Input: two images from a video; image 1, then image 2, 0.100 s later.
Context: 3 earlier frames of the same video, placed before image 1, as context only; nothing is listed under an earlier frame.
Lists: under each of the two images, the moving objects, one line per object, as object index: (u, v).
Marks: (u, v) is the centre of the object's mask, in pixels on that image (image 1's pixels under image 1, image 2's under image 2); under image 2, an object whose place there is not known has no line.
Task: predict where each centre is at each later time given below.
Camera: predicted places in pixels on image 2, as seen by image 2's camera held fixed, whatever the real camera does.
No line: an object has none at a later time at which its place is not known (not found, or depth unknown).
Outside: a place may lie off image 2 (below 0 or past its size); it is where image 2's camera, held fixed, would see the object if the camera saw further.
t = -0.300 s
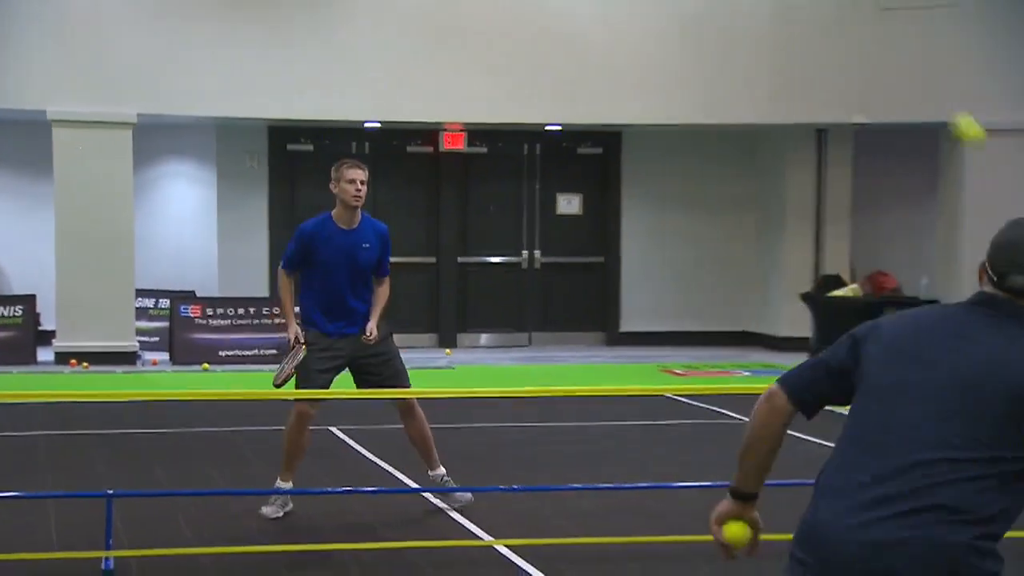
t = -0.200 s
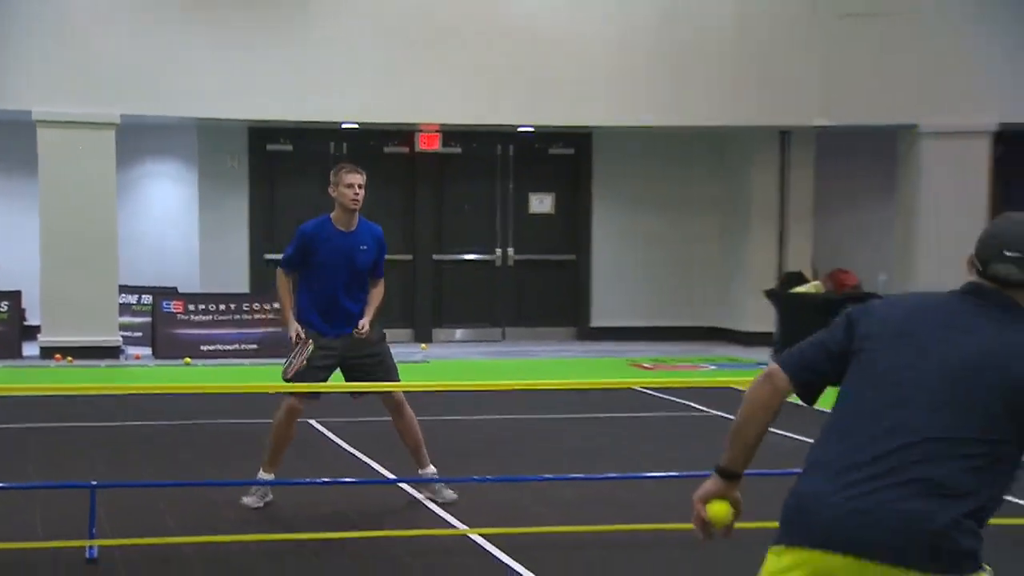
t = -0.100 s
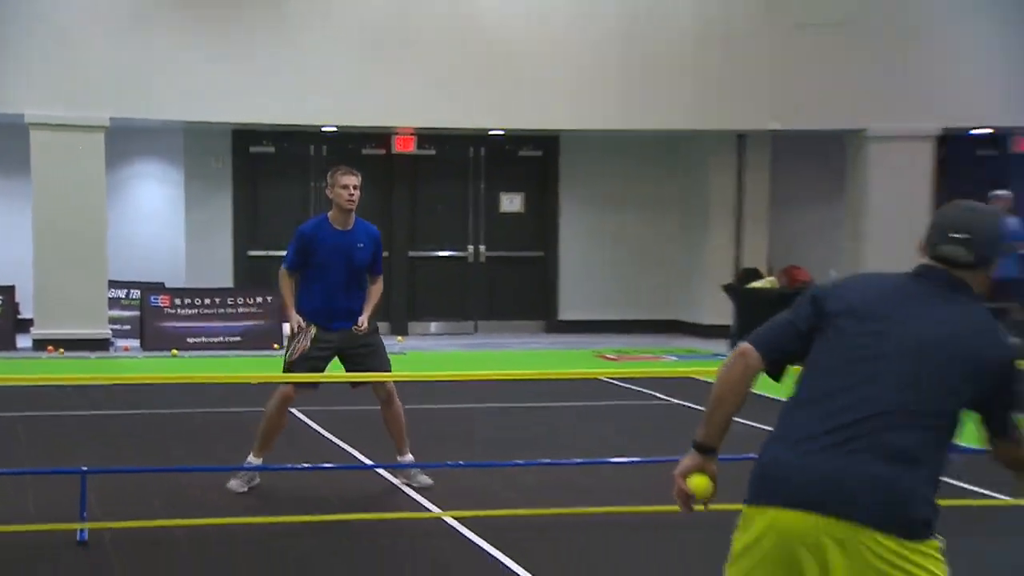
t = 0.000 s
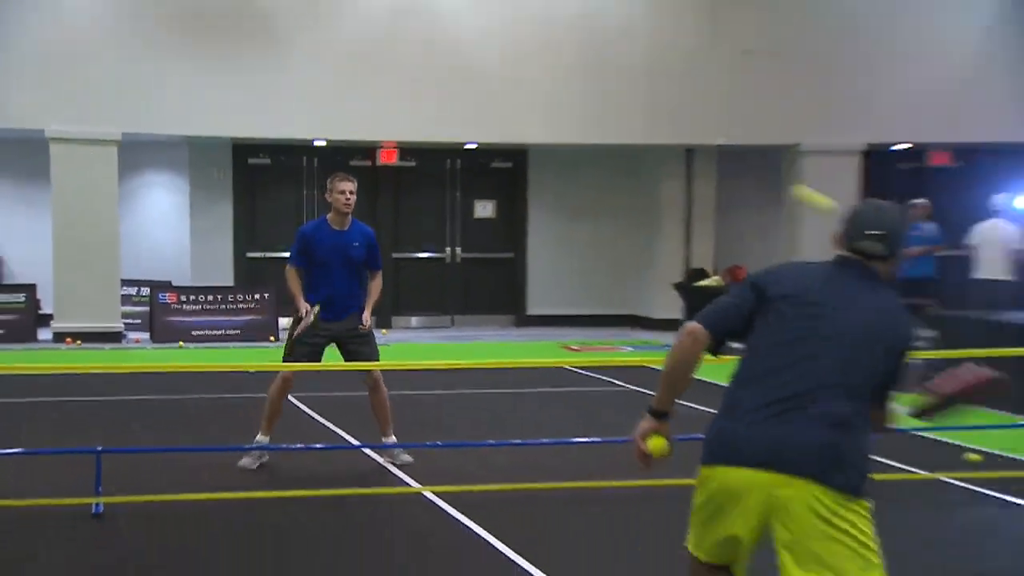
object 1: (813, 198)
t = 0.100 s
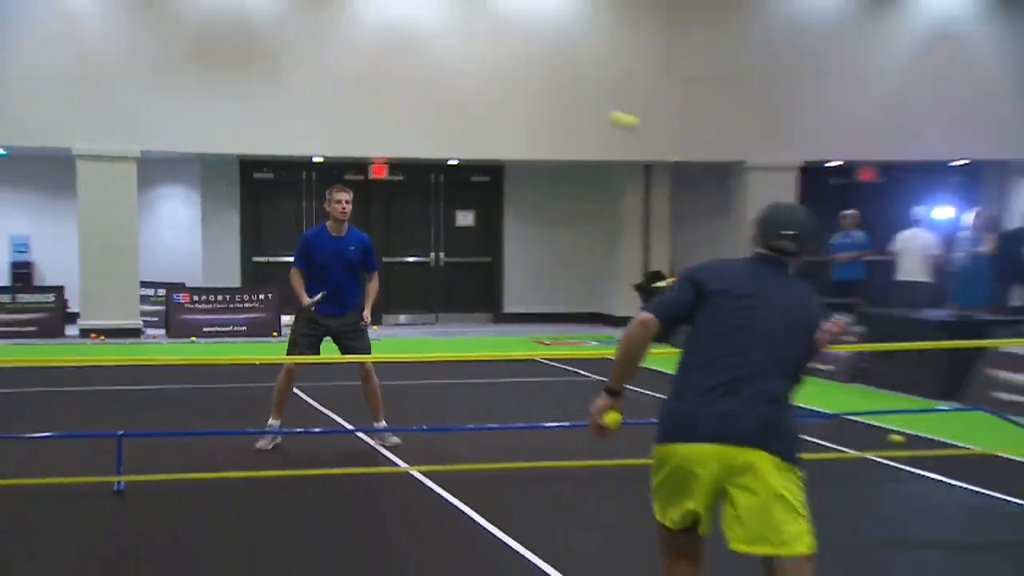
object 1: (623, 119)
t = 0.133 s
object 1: (584, 99)
